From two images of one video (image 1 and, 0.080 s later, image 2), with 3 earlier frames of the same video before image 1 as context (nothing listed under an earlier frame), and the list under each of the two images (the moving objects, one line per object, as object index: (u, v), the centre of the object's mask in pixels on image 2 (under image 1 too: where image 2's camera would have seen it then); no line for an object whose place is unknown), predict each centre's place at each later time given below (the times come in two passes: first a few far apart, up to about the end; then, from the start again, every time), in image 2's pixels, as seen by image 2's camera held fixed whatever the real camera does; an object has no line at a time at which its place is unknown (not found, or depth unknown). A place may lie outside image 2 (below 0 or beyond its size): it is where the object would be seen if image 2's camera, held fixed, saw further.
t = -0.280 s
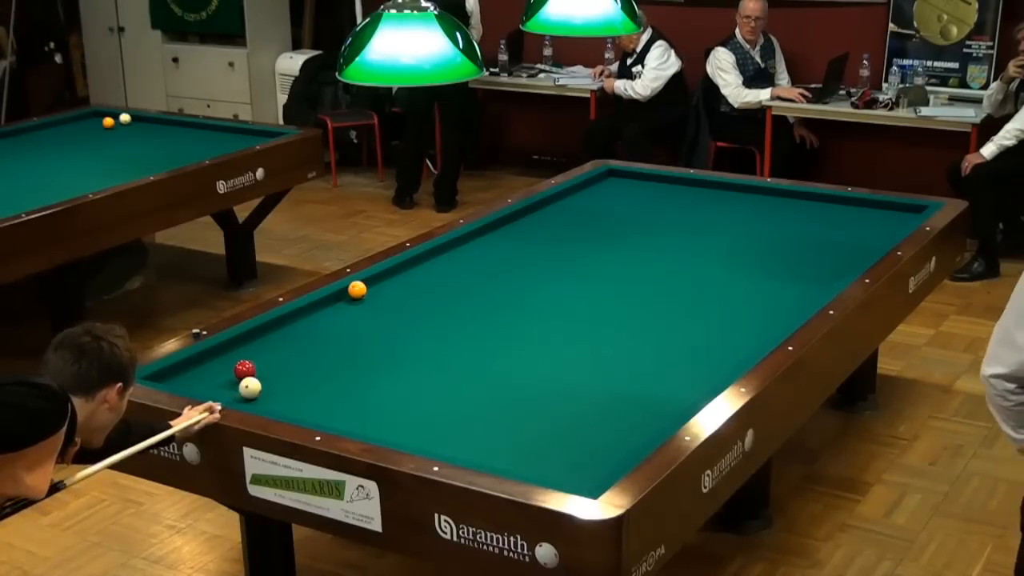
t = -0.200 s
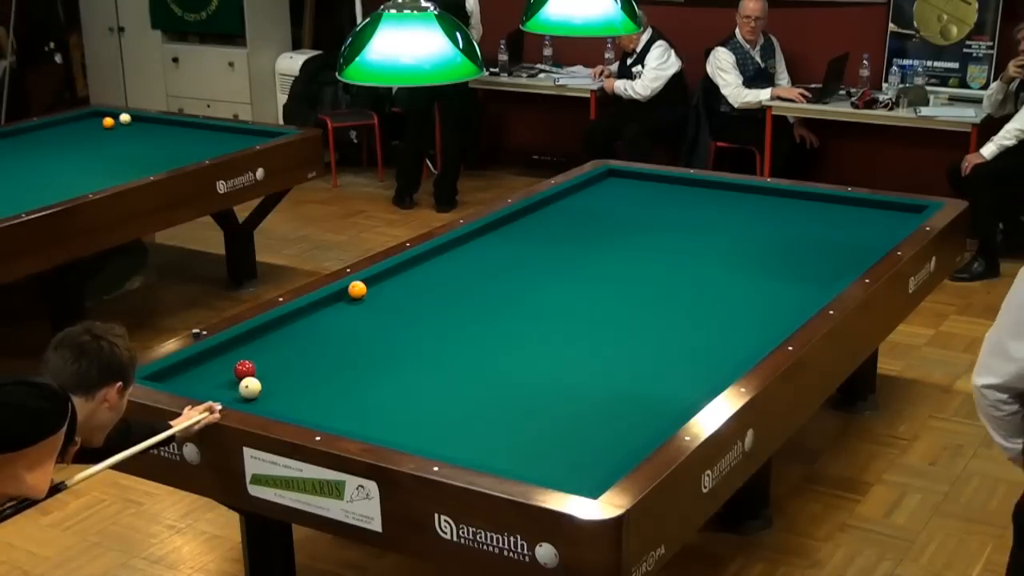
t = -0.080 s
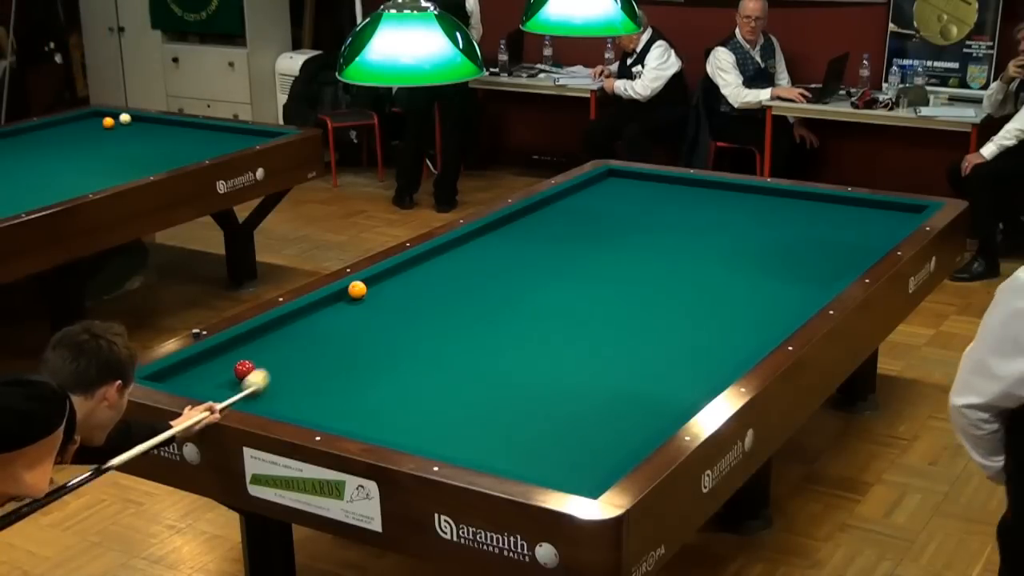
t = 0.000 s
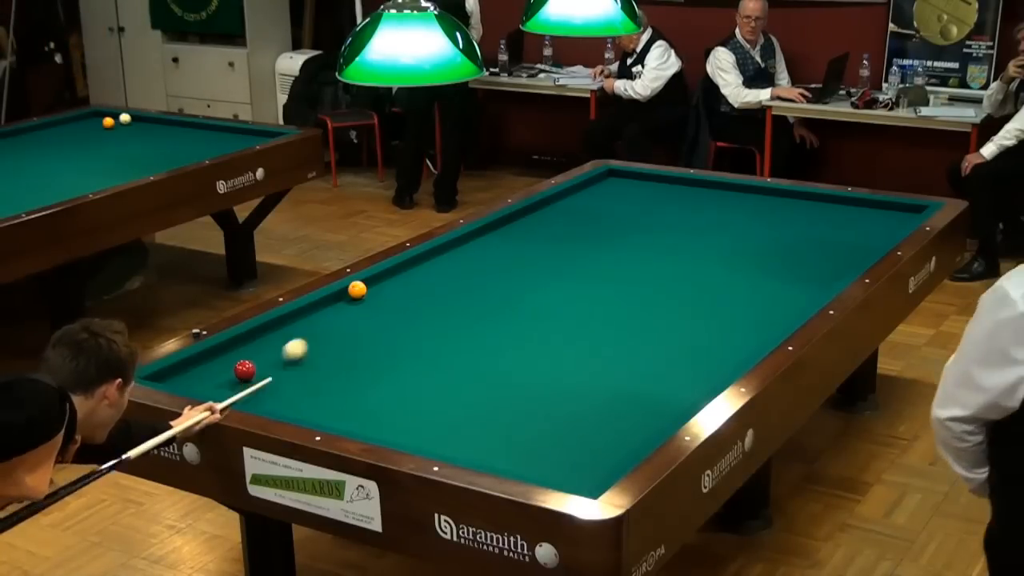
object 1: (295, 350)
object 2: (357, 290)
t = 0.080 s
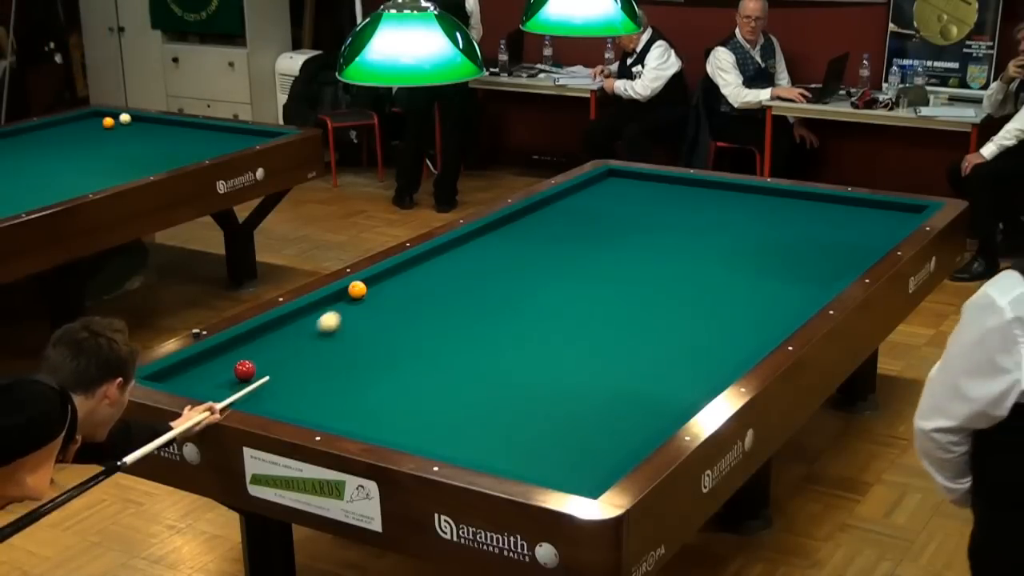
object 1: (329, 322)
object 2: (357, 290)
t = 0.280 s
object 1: (422, 285)
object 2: (399, 288)
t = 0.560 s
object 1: (545, 264)
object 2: (505, 291)
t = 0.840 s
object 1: (656, 245)
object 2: (601, 294)
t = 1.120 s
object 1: (758, 227)
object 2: (698, 297)
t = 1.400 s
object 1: (850, 211)
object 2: (795, 299)
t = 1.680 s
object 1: (902, 216)
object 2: (770, 289)
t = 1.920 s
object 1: (842, 225)
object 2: (742, 280)
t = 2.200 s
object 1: (780, 233)
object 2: (711, 271)
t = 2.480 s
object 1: (717, 242)
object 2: (683, 262)
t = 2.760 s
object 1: (653, 245)
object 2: (657, 257)
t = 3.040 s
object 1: (592, 243)
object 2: (631, 261)
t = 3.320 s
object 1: (533, 239)
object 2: (605, 266)
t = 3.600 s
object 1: (476, 235)
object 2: (580, 270)
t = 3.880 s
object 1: (498, 239)
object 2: (556, 275)
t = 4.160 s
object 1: (521, 243)
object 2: (532, 279)
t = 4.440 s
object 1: (543, 247)
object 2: (509, 283)
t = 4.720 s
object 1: (565, 251)
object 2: (487, 288)
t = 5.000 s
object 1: (586, 255)
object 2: (465, 292)
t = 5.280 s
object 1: (607, 258)
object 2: (444, 295)
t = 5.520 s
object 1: (624, 262)
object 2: (426, 299)
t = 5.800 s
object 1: (644, 265)
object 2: (406, 302)
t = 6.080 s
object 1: (663, 269)
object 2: (387, 305)
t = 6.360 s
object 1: (681, 272)
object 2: (368, 309)
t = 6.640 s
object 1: (699, 275)
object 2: (351, 312)
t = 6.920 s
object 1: (717, 278)
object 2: (334, 315)
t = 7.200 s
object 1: (733, 281)
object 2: (318, 318)
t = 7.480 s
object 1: (749, 284)
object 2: (303, 320)
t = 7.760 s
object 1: (764, 287)
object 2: (289, 323)
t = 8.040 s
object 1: (779, 289)
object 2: (276, 325)
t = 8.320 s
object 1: (792, 292)
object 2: (272, 328)
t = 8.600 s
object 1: (804, 294)
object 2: (270, 330)
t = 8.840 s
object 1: (812, 294)
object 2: (268, 332)
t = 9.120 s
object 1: (806, 294)
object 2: (267, 334)
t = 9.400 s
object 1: (801, 294)
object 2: (266, 336)
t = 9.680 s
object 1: (797, 294)
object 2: (266, 337)
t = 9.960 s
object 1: (794, 293)
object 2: (265, 337)
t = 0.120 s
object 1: (344, 309)
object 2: (357, 290)
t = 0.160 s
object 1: (358, 298)
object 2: (357, 287)
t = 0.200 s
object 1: (379, 292)
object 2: (361, 287)
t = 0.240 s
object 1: (401, 289)
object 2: (380, 288)
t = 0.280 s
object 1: (422, 285)
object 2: (399, 288)
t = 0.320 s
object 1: (441, 282)
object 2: (416, 289)
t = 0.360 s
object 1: (459, 279)
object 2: (433, 289)
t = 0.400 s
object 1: (477, 276)
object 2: (448, 289)
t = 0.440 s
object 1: (495, 273)
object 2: (463, 290)
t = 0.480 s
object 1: (512, 270)
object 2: (477, 290)
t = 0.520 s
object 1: (529, 267)
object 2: (491, 291)
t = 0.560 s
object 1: (545, 264)
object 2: (505, 291)
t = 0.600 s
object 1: (562, 261)
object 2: (519, 291)
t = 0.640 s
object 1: (578, 259)
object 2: (532, 292)
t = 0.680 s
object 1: (594, 256)
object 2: (546, 292)
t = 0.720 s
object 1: (610, 253)
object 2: (560, 293)
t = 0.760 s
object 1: (625, 250)
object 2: (574, 293)
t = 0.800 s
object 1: (641, 248)
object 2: (588, 293)
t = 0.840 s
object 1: (656, 245)
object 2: (601, 294)
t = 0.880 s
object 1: (671, 242)
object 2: (615, 294)
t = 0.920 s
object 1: (686, 240)
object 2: (629, 295)
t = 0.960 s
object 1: (700, 237)
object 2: (643, 295)
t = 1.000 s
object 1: (715, 235)
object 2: (656, 296)
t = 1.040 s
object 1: (729, 232)
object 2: (670, 296)
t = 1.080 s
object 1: (744, 230)
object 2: (684, 296)
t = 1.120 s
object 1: (758, 227)
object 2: (698, 297)
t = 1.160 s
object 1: (771, 224)
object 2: (712, 297)
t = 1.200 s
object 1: (785, 222)
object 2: (726, 297)
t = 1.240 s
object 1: (798, 220)
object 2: (740, 298)
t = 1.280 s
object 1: (811, 218)
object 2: (754, 298)
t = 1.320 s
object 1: (824, 215)
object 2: (768, 299)
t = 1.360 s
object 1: (837, 213)
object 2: (782, 299)
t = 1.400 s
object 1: (850, 211)
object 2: (795, 299)
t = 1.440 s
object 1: (862, 208)
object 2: (807, 298)
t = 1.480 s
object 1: (875, 206)
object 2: (801, 298)
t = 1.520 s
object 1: (887, 204)
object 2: (793, 296)
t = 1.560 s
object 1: (895, 207)
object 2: (785, 294)
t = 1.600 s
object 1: (903, 211)
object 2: (780, 292)
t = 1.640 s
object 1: (911, 214)
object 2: (774, 291)
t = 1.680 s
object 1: (902, 216)
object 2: (770, 289)
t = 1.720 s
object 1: (890, 218)
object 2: (765, 288)
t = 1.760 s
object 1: (879, 219)
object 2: (760, 286)
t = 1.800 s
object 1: (869, 221)
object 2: (756, 285)
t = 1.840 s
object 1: (859, 222)
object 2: (751, 283)
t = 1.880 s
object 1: (850, 223)
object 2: (746, 282)
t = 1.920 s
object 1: (842, 225)
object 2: (742, 280)
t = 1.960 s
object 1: (833, 225)
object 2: (737, 279)
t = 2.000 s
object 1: (824, 227)
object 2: (732, 278)
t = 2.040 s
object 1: (815, 228)
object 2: (728, 276)
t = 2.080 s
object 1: (807, 229)
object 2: (724, 275)
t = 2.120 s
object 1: (798, 231)
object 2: (719, 273)
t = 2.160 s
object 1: (789, 232)
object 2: (715, 272)
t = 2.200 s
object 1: (780, 233)
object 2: (711, 271)
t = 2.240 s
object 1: (771, 234)
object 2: (707, 270)
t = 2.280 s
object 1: (763, 235)
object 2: (703, 268)
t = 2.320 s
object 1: (754, 237)
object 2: (699, 267)
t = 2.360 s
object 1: (745, 238)
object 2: (695, 266)
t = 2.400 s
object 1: (735, 239)
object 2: (690, 265)
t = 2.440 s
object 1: (726, 241)
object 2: (687, 263)
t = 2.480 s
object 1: (717, 242)
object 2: (683, 262)
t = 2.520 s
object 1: (708, 243)
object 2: (679, 261)
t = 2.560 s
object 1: (699, 244)
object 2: (675, 260)
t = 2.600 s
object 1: (690, 245)
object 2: (671, 258)
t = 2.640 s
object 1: (681, 247)
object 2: (667, 257)
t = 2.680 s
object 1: (673, 246)
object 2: (664, 256)
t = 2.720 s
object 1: (663, 245)
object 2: (661, 253)
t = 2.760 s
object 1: (653, 245)
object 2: (657, 257)
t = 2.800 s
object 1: (643, 246)
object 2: (653, 257)
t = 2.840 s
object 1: (635, 246)
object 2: (649, 258)
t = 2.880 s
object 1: (627, 246)
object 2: (645, 259)
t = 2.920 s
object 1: (618, 245)
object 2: (641, 259)
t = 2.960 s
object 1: (609, 244)
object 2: (638, 260)
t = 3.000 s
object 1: (600, 244)
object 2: (634, 261)
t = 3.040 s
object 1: (592, 243)
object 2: (631, 261)
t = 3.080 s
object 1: (583, 242)
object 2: (627, 262)
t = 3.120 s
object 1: (575, 242)
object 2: (623, 263)
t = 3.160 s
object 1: (566, 241)
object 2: (620, 263)
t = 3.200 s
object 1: (557, 241)
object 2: (616, 264)
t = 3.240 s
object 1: (549, 240)
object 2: (612, 265)
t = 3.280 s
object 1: (541, 240)
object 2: (609, 265)
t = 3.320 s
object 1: (533, 239)
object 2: (605, 266)
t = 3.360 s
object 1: (524, 239)
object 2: (602, 266)
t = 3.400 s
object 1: (516, 238)
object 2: (598, 267)
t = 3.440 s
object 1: (508, 237)
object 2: (595, 267)
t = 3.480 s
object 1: (500, 237)
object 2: (591, 269)
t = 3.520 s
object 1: (492, 236)
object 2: (588, 269)
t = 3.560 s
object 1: (484, 236)
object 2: (584, 270)
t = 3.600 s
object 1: (476, 235)
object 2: (580, 270)
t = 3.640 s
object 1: (475, 235)
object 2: (577, 271)
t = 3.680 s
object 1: (480, 236)
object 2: (573, 272)
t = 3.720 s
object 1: (485, 237)
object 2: (570, 272)
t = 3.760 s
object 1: (489, 238)
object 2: (566, 273)
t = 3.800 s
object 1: (492, 238)
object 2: (563, 274)
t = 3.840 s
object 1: (495, 239)
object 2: (559, 274)
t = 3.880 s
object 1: (498, 239)
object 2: (556, 275)
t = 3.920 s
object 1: (502, 240)
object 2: (553, 275)
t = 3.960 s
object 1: (505, 240)
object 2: (549, 276)
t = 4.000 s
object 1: (508, 241)
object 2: (546, 277)
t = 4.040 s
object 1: (511, 242)
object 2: (542, 277)
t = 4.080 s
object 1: (515, 242)
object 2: (539, 278)
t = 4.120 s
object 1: (518, 243)
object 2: (536, 279)
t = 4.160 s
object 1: (521, 243)
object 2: (532, 279)
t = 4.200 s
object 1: (524, 244)
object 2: (529, 280)
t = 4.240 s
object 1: (528, 244)
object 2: (526, 280)
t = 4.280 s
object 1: (531, 245)
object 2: (522, 281)
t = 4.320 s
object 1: (534, 246)
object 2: (519, 282)
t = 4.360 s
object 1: (537, 246)
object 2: (516, 282)
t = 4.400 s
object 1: (540, 247)
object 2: (513, 283)
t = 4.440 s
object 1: (543, 247)
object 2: (509, 283)
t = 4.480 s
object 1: (546, 248)
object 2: (506, 284)
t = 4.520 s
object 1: (549, 248)
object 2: (503, 285)
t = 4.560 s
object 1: (552, 249)
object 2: (500, 285)
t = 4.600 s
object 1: (556, 249)
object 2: (496, 286)
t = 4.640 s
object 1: (559, 250)
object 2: (493, 286)
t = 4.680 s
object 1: (562, 250)
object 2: (490, 287)
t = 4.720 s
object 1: (565, 251)
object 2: (487, 288)
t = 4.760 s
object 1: (568, 252)
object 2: (483, 288)
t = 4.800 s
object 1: (571, 252)
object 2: (480, 289)
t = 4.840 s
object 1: (574, 253)
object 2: (477, 289)
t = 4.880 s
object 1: (577, 253)
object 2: (474, 290)
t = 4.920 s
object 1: (580, 254)
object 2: (471, 290)
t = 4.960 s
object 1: (583, 254)
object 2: (468, 291)
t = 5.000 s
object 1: (586, 255)
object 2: (465, 292)
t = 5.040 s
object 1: (589, 255)
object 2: (462, 292)
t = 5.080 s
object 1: (592, 256)
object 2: (459, 292)
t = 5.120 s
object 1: (595, 256)
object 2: (456, 293)
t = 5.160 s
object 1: (598, 257)
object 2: (453, 294)
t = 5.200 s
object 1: (601, 257)
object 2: (449, 294)
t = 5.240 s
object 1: (604, 258)
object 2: (447, 295)
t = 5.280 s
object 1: (607, 258)
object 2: (444, 295)
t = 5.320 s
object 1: (610, 259)
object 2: (441, 296)
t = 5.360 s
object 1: (613, 260)
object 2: (438, 297)
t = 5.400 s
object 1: (615, 260)
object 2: (435, 297)
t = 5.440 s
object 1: (618, 260)
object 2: (432, 297)
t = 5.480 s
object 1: (621, 261)
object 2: (429, 298)
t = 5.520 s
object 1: (624, 262)
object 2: (426, 299)
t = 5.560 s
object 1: (627, 262)
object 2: (423, 299)
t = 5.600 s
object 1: (630, 263)
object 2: (420, 299)
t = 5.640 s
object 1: (633, 263)
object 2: (417, 300)
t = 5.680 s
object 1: (635, 264)
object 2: (414, 301)
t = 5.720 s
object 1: (638, 264)
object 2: (411, 301)
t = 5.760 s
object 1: (641, 265)
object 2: (408, 302)
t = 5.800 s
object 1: (644, 265)
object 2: (406, 302)
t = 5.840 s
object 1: (647, 266)
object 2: (403, 303)
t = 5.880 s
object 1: (649, 266)
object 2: (400, 303)
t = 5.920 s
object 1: (652, 267)
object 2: (398, 304)
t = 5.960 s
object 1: (655, 267)
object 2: (395, 304)
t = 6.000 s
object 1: (657, 267)
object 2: (392, 304)
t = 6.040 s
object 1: (660, 268)
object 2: (389, 305)
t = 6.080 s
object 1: (663, 269)
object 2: (387, 305)
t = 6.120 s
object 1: (665, 269)
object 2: (384, 306)
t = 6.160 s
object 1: (668, 269)
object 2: (382, 307)
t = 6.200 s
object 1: (671, 270)
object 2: (379, 307)
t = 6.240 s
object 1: (674, 271)
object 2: (376, 307)
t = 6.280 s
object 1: (676, 271)
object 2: (373, 308)
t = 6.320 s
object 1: (679, 271)
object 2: (371, 309)
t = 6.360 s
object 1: (681, 272)
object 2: (368, 309)
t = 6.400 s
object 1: (684, 272)
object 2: (366, 309)
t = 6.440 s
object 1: (687, 273)
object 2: (363, 310)
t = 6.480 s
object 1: (689, 273)
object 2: (361, 310)
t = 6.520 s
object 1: (692, 274)
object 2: (358, 311)
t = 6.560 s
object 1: (694, 274)
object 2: (356, 311)
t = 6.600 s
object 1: (697, 274)
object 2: (353, 312)
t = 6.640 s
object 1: (699, 275)
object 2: (351, 312)
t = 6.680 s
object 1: (702, 275)
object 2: (348, 313)
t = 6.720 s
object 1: (705, 276)
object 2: (346, 313)
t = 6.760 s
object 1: (707, 276)
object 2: (344, 313)
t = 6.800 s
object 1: (709, 277)
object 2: (342, 314)
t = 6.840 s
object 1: (712, 277)
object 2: (339, 314)
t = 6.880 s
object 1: (714, 278)
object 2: (337, 314)
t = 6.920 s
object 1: (717, 278)
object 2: (334, 315)
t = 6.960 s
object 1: (719, 279)
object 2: (332, 315)
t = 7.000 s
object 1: (722, 279)
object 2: (330, 315)
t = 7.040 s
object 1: (724, 279)
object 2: (327, 316)
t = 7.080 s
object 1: (726, 280)
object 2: (325, 317)
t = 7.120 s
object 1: (729, 280)
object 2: (323, 317)
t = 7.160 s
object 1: (731, 281)
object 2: (320, 317)
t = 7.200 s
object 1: (733, 281)
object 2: (318, 318)
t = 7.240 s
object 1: (736, 282)
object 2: (316, 318)
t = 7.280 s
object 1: (738, 282)
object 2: (314, 318)
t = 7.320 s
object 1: (740, 282)
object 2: (312, 319)
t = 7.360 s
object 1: (743, 283)
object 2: (309, 319)
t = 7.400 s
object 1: (745, 283)
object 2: (307, 319)
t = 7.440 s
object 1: (747, 284)
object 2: (305, 320)
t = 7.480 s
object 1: (749, 284)
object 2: (303, 320)
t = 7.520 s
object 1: (752, 284)
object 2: (301, 321)
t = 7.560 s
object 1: (754, 285)
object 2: (299, 321)
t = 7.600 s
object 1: (756, 285)
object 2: (297, 322)
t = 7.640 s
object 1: (758, 286)
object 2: (295, 322)
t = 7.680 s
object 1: (760, 286)
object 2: (293, 322)
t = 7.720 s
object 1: (762, 286)
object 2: (291, 322)
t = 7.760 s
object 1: (764, 287)
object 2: (289, 323)
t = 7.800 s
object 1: (766, 287)
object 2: (287, 323)
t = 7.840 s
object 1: (769, 288)
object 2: (285, 324)
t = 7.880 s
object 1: (771, 288)
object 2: (283, 324)
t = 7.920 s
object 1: (773, 288)
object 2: (282, 324)
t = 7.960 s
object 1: (775, 288)
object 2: (280, 324)
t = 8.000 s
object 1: (777, 289)
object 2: (278, 325)
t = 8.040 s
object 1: (779, 289)
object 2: (276, 325)
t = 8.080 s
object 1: (780, 289)
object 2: (274, 325)
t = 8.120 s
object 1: (782, 290)
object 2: (273, 326)
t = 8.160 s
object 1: (784, 290)
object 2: (273, 326)
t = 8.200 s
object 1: (786, 290)
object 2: (273, 326)
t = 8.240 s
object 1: (788, 291)
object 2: (272, 327)
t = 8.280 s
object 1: (790, 291)
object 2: (272, 327)
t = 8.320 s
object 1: (792, 292)
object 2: (272, 328)
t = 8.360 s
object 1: (794, 292)
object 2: (271, 328)
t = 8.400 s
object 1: (795, 292)
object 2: (271, 328)
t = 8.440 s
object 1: (797, 292)
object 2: (271, 329)
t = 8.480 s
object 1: (799, 293)
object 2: (271, 329)
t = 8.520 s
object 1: (801, 293)
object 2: (270, 330)
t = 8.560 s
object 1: (802, 293)
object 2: (270, 330)
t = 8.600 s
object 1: (804, 294)
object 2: (270, 330)
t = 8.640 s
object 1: (805, 294)
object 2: (269, 330)
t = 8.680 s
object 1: (807, 294)
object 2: (269, 331)
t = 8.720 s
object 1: (808, 294)
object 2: (269, 331)
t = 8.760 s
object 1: (810, 294)
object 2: (269, 332)
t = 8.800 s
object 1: (812, 294)
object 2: (268, 332)
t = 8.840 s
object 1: (812, 294)
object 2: (268, 332)
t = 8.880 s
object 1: (811, 294)
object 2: (268, 332)
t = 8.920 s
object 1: (810, 294)
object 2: (268, 333)
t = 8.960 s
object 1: (810, 294)
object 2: (268, 333)
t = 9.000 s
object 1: (809, 294)
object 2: (268, 333)
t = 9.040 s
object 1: (808, 294)
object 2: (267, 333)
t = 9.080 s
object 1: (807, 294)
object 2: (267, 334)
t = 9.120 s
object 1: (806, 294)
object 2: (267, 334)
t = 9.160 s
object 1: (805, 294)
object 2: (267, 334)
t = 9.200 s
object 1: (805, 294)
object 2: (267, 335)
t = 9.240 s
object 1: (804, 294)
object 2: (267, 335)
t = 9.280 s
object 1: (803, 294)
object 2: (266, 335)
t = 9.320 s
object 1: (803, 294)
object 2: (266, 335)
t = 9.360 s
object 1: (802, 294)
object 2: (266, 335)
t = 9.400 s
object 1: (801, 294)
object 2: (266, 336)
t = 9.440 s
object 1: (801, 294)
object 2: (266, 336)
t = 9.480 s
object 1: (800, 294)
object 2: (266, 336)
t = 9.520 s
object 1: (799, 294)
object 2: (266, 336)
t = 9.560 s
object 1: (799, 294)
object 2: (266, 336)
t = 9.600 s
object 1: (798, 294)
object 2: (266, 336)
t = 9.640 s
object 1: (798, 294)
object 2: (265, 337)
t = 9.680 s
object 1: (797, 294)
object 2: (266, 337)
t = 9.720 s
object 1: (796, 294)
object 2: (265, 337)
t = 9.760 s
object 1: (796, 293)
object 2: (265, 337)
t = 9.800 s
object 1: (795, 293)
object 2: (265, 337)
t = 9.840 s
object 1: (795, 293)
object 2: (265, 337)
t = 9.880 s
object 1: (795, 293)
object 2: (265, 337)
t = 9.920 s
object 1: (794, 293)
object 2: (265, 337)
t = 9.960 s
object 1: (794, 293)
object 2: (265, 337)
